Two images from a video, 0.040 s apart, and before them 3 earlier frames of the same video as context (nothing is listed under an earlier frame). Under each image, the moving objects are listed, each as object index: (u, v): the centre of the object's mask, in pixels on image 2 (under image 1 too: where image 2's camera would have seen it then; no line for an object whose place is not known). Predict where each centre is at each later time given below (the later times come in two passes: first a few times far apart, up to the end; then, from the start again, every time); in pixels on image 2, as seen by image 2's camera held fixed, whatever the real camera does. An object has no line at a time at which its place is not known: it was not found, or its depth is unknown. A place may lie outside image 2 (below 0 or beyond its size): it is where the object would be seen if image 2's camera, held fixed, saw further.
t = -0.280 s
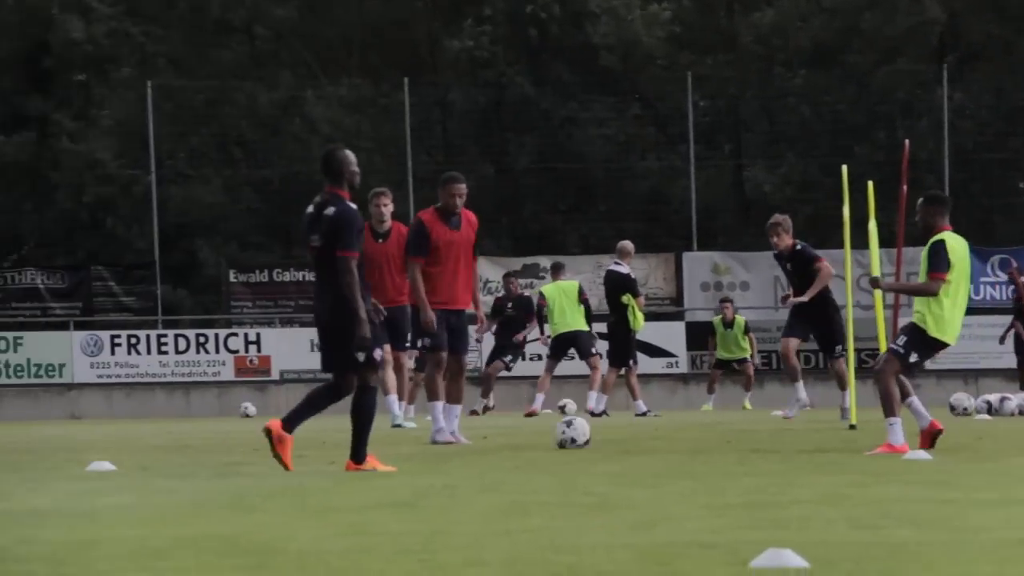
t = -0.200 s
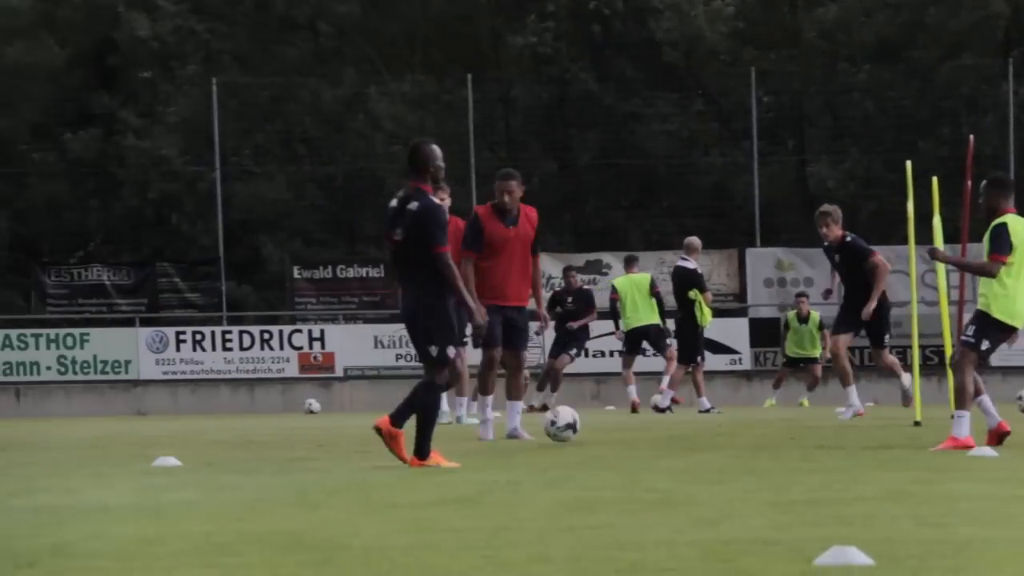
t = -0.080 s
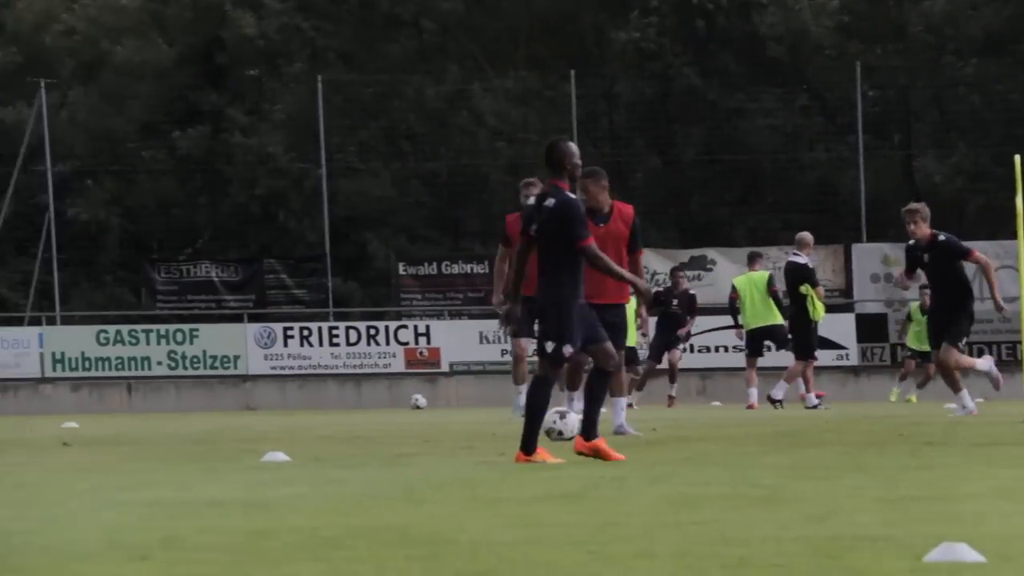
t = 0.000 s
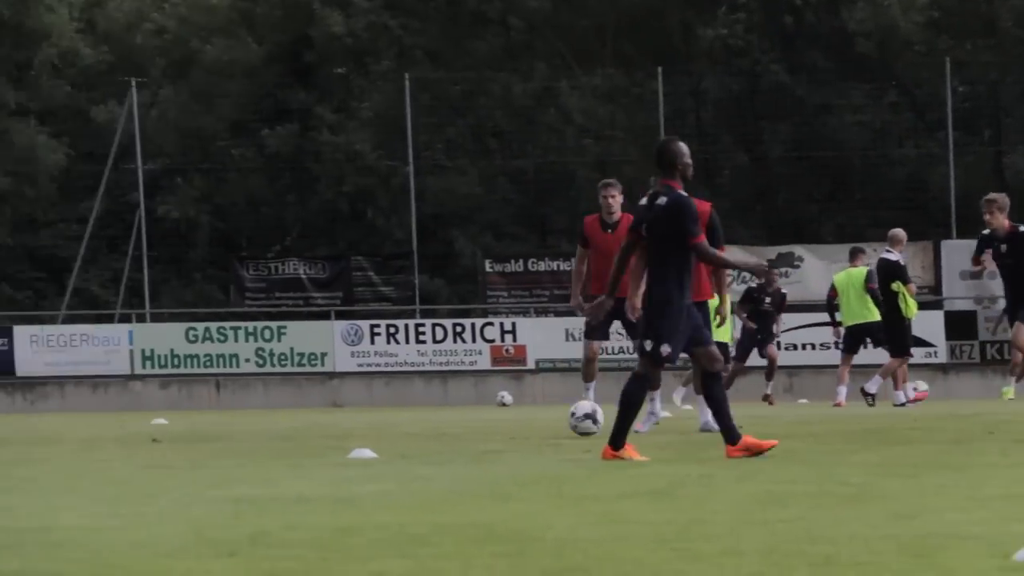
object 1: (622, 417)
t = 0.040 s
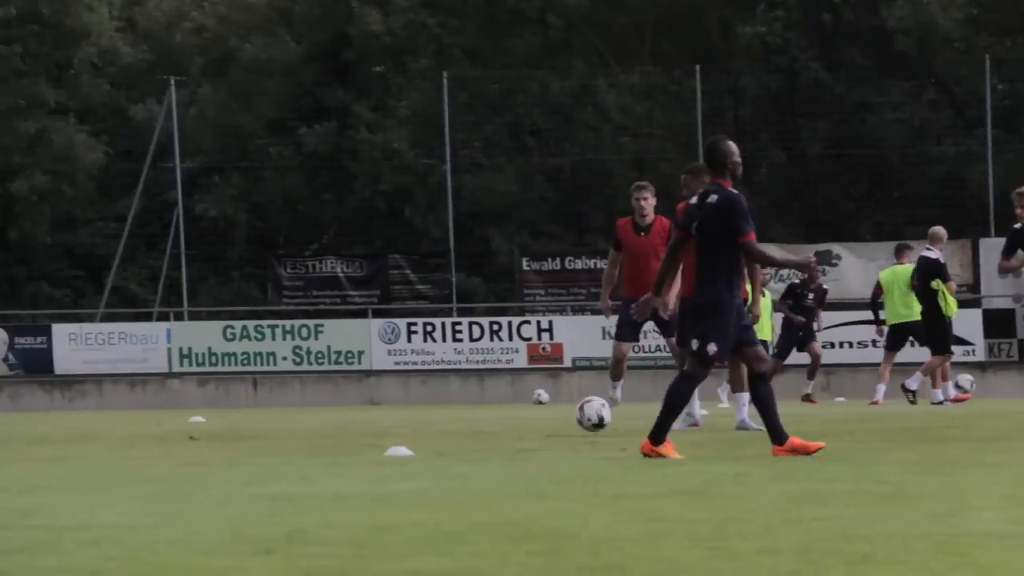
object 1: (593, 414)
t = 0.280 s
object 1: (435, 416)
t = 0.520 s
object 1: (295, 422)
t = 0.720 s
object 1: (190, 423)
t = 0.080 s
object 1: (565, 414)
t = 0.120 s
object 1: (537, 417)
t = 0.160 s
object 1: (510, 421)
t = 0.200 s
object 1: (484, 419)
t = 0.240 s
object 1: (460, 416)
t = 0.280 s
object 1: (435, 416)
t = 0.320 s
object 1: (410, 418)
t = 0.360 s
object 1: (386, 422)
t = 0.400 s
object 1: (364, 421)
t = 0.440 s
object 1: (340, 420)
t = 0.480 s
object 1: (318, 420)
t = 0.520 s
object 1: (295, 422)
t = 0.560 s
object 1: (273, 423)
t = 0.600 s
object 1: (252, 422)
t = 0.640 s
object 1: (231, 421)
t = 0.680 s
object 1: (210, 423)
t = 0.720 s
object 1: (190, 423)
